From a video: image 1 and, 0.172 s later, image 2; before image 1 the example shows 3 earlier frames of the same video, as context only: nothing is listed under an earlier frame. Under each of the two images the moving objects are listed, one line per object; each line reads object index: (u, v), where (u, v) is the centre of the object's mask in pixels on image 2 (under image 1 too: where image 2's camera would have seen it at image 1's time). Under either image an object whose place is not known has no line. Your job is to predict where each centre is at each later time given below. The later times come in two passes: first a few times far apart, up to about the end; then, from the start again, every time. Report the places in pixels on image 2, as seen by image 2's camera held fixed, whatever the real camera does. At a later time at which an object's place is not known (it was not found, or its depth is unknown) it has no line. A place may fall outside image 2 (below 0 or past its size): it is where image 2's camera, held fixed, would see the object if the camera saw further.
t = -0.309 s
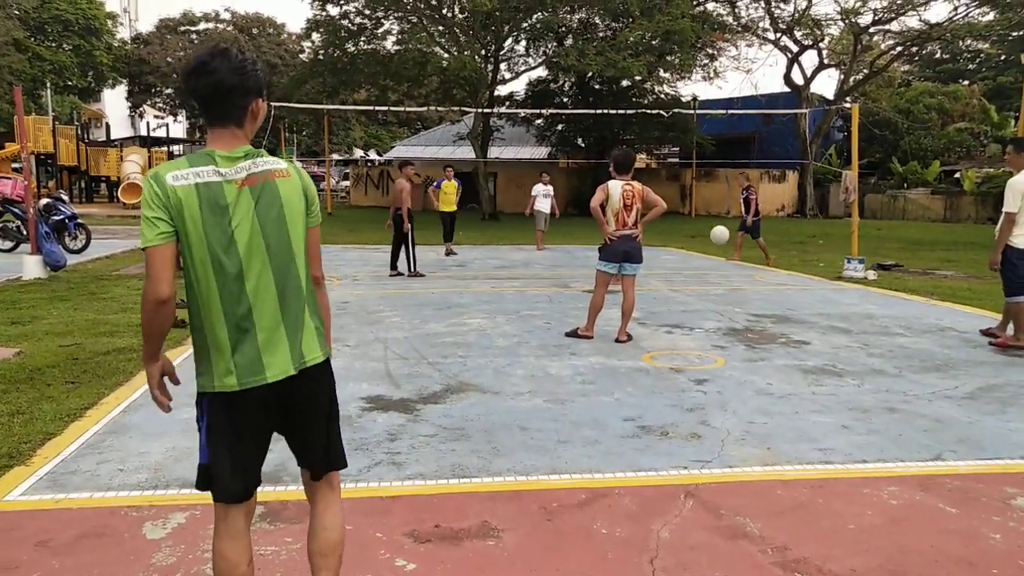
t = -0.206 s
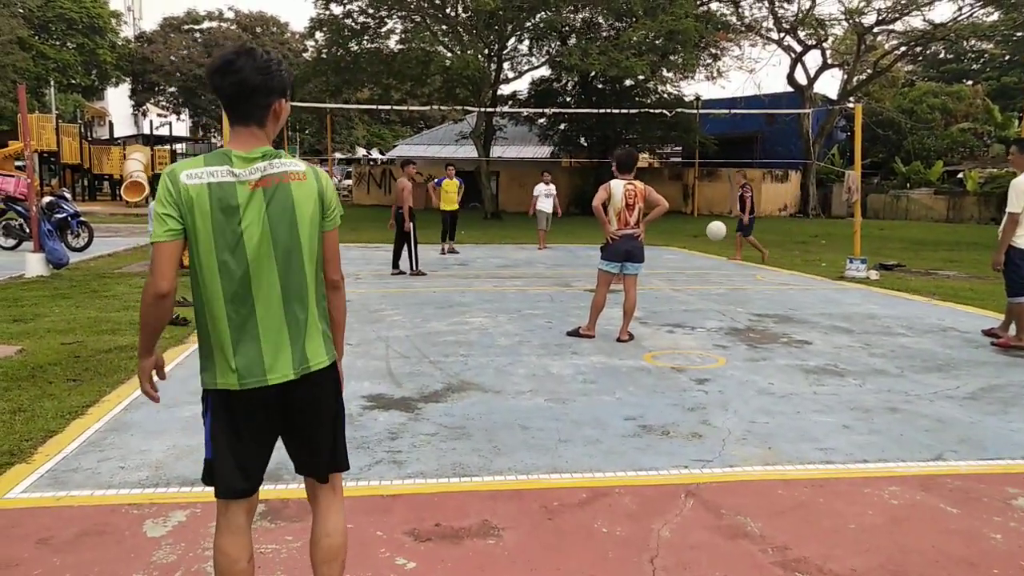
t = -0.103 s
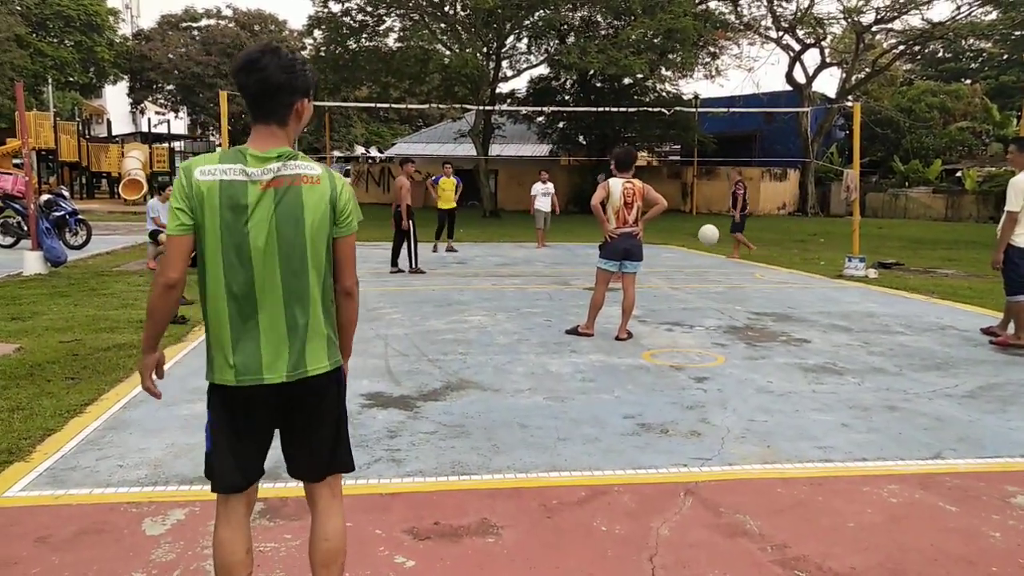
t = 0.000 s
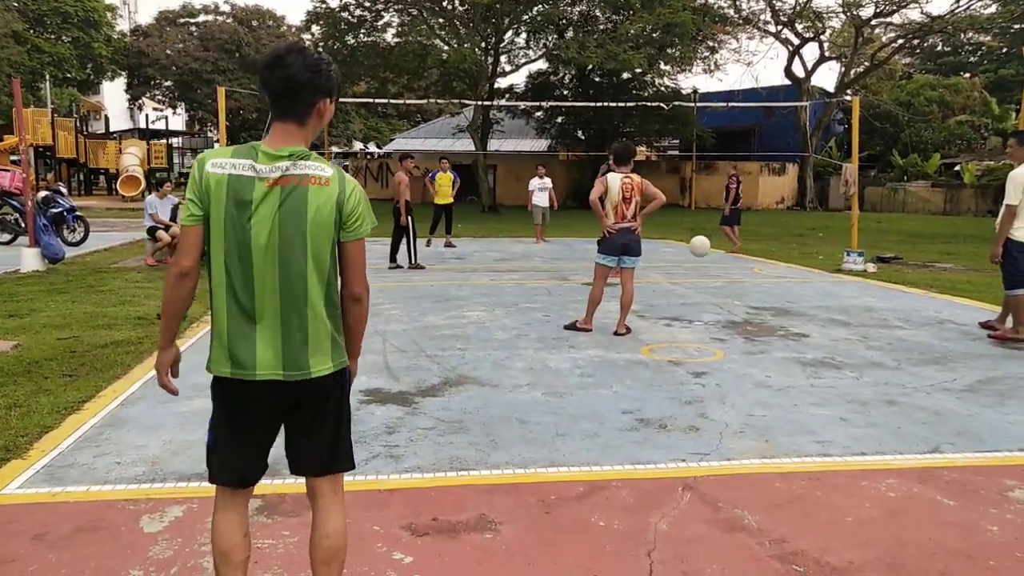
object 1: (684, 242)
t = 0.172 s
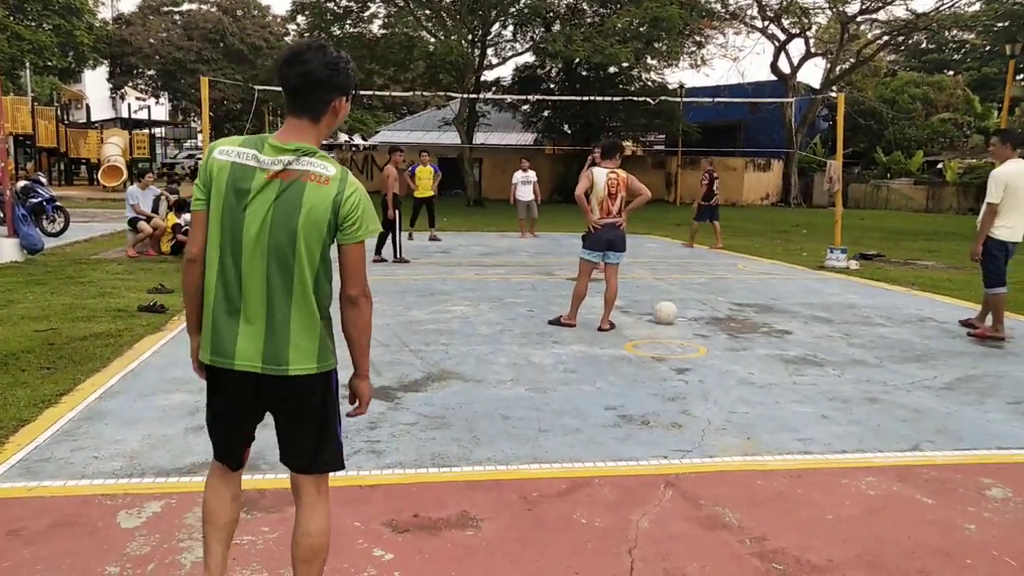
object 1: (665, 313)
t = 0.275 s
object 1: (659, 287)
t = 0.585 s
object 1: (628, 270)
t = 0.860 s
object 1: (585, 375)
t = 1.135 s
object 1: (528, 337)
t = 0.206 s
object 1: (663, 304)
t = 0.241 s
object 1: (661, 295)
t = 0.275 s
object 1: (659, 287)
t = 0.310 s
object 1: (656, 280)
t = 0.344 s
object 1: (653, 275)
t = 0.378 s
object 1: (650, 270)
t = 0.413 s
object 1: (647, 267)
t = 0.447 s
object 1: (644, 264)
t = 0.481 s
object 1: (640, 263)
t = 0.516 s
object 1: (636, 264)
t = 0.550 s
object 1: (633, 266)
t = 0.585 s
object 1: (628, 270)
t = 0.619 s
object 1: (624, 275)
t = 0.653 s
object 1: (619, 282)
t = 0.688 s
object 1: (614, 292)
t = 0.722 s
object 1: (609, 304)
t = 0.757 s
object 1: (604, 317)
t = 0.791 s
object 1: (598, 334)
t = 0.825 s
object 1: (592, 352)
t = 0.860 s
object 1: (585, 375)
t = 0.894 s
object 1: (579, 382)
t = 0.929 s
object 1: (575, 371)
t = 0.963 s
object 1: (569, 361)
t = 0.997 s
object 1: (563, 352)
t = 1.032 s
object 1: (557, 346)
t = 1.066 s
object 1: (550, 342)
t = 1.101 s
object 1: (536, 337)
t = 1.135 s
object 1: (528, 337)
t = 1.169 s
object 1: (519, 341)
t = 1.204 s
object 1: (510, 349)
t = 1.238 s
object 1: (500, 359)
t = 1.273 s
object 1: (489, 371)
